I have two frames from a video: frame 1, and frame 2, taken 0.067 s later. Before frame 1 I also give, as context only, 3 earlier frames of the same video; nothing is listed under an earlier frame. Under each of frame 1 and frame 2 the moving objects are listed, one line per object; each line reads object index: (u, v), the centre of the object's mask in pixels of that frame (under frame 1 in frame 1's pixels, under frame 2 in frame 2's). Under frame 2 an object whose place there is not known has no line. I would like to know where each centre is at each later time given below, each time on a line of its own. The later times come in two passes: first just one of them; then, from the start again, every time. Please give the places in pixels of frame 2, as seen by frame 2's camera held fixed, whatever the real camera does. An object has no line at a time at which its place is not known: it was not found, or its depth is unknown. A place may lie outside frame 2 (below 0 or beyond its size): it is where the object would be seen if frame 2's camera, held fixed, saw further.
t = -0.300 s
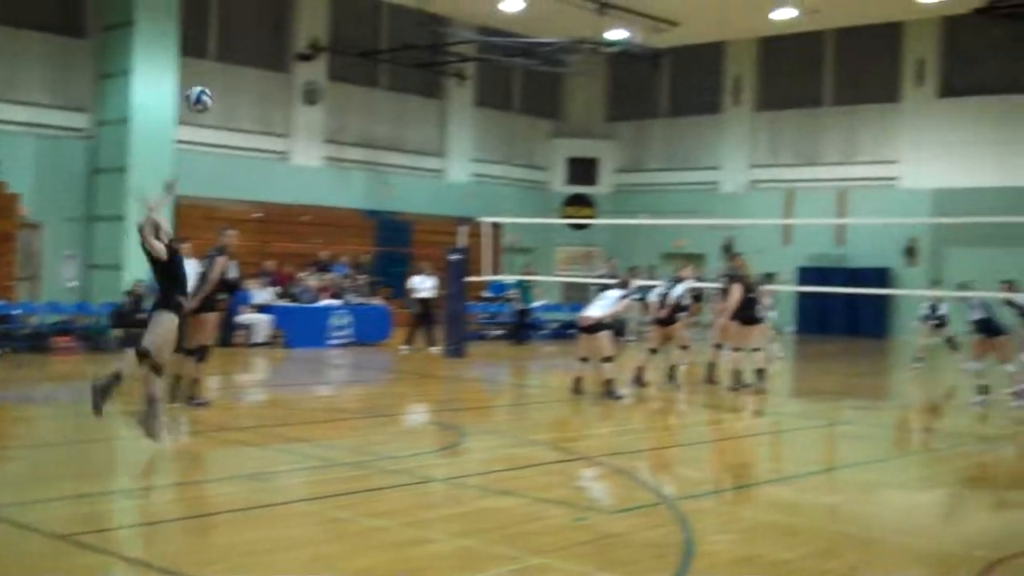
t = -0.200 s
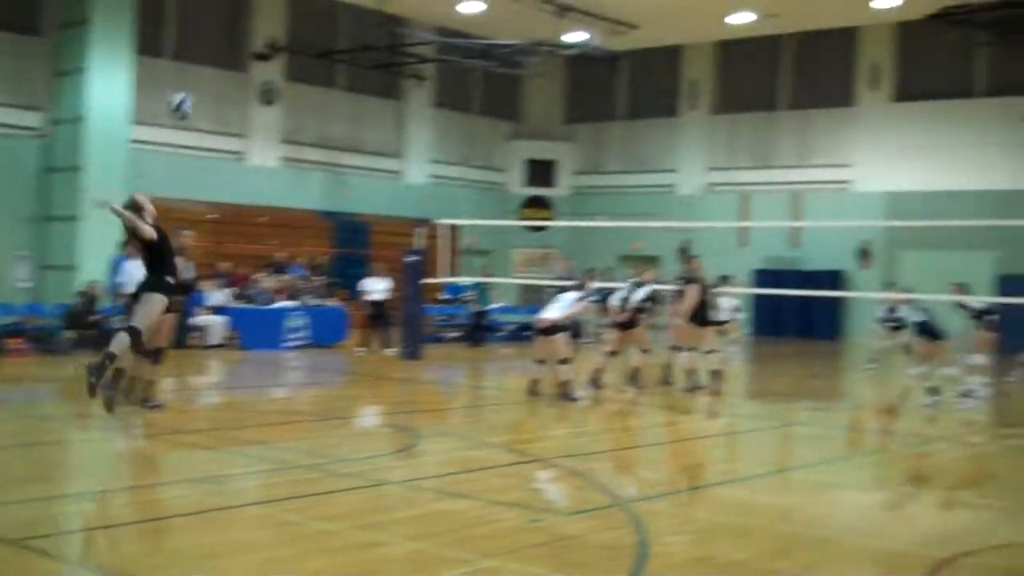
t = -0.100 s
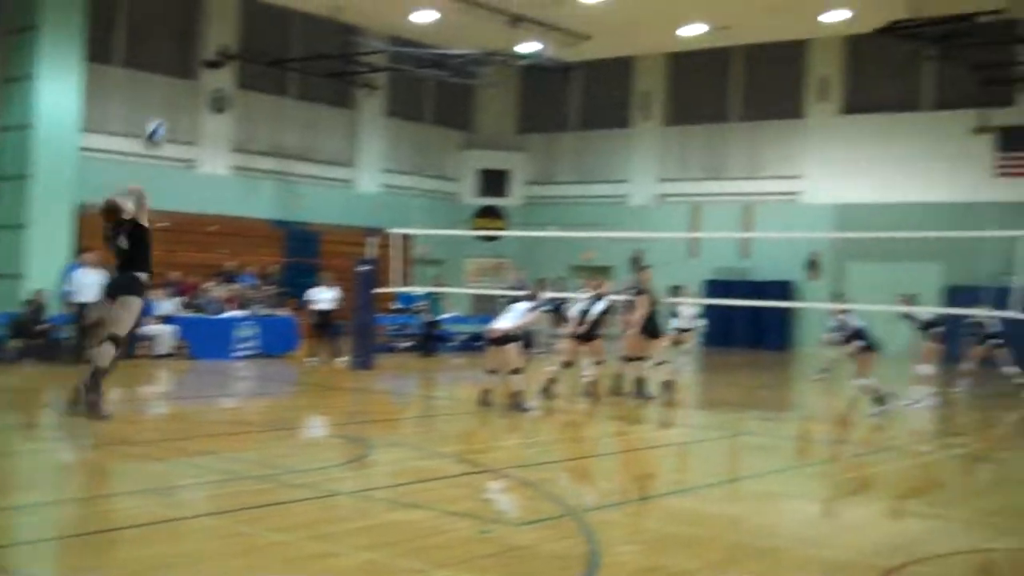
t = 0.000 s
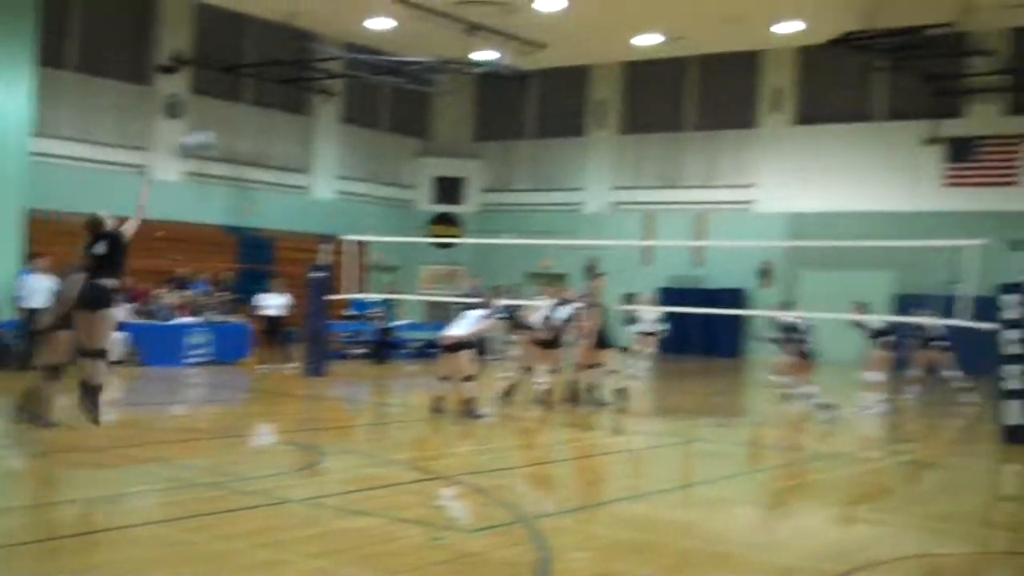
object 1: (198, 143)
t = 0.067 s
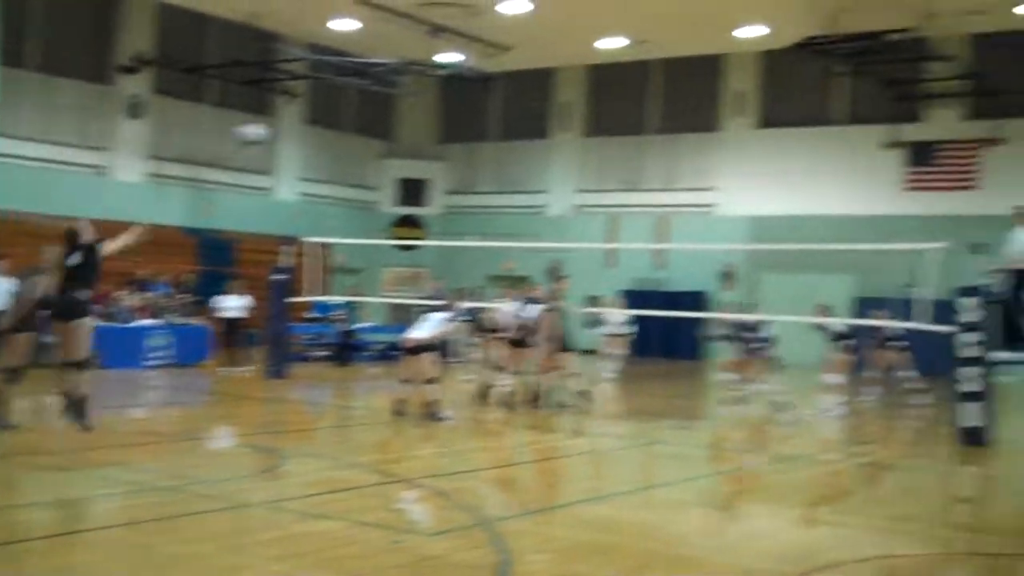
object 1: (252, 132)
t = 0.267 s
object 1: (464, 127)
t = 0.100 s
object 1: (294, 127)
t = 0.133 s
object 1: (333, 126)
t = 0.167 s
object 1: (369, 126)
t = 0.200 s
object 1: (402, 126)
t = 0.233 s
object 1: (434, 126)
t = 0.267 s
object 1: (464, 127)
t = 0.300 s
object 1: (491, 129)
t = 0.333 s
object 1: (518, 131)
